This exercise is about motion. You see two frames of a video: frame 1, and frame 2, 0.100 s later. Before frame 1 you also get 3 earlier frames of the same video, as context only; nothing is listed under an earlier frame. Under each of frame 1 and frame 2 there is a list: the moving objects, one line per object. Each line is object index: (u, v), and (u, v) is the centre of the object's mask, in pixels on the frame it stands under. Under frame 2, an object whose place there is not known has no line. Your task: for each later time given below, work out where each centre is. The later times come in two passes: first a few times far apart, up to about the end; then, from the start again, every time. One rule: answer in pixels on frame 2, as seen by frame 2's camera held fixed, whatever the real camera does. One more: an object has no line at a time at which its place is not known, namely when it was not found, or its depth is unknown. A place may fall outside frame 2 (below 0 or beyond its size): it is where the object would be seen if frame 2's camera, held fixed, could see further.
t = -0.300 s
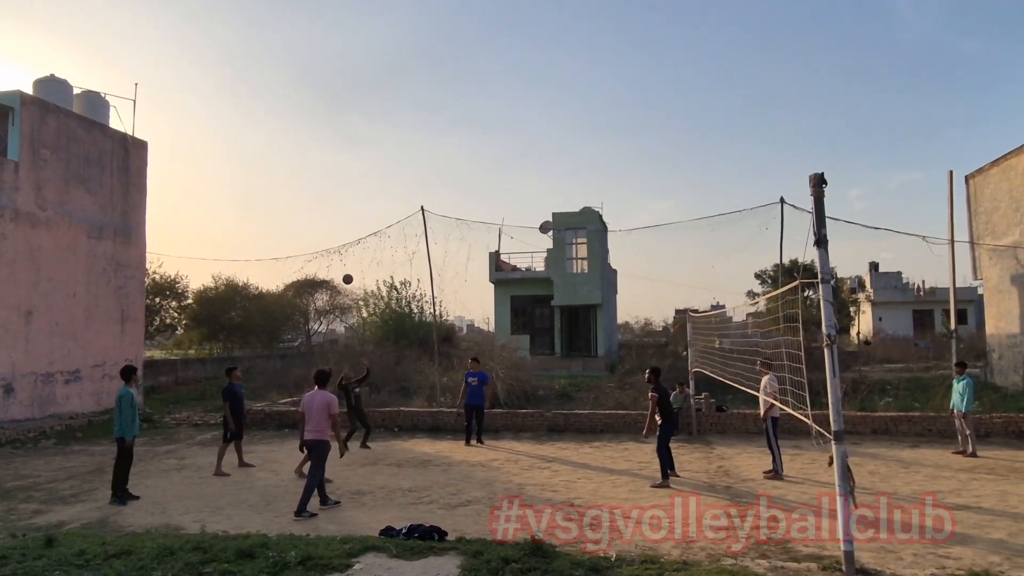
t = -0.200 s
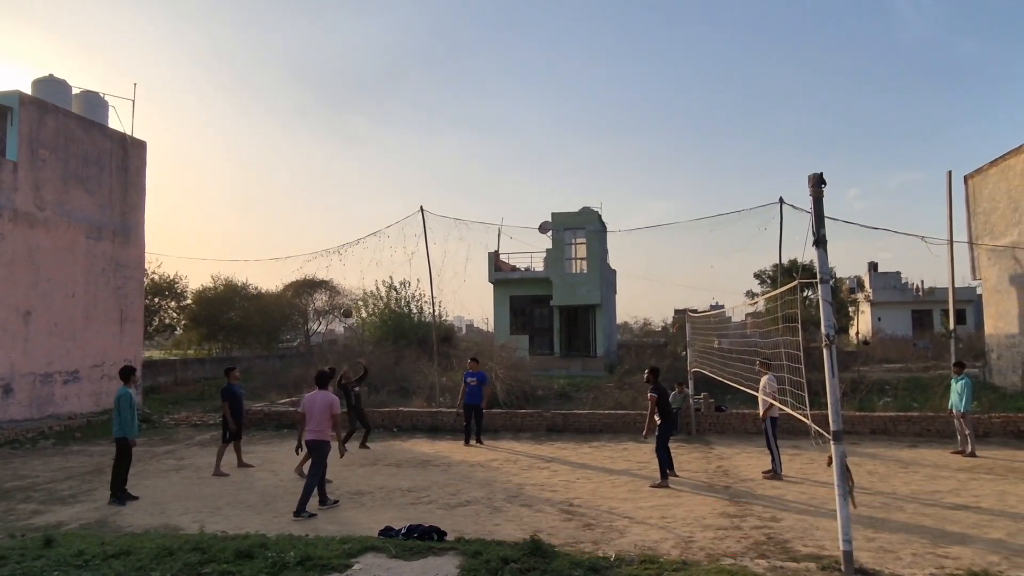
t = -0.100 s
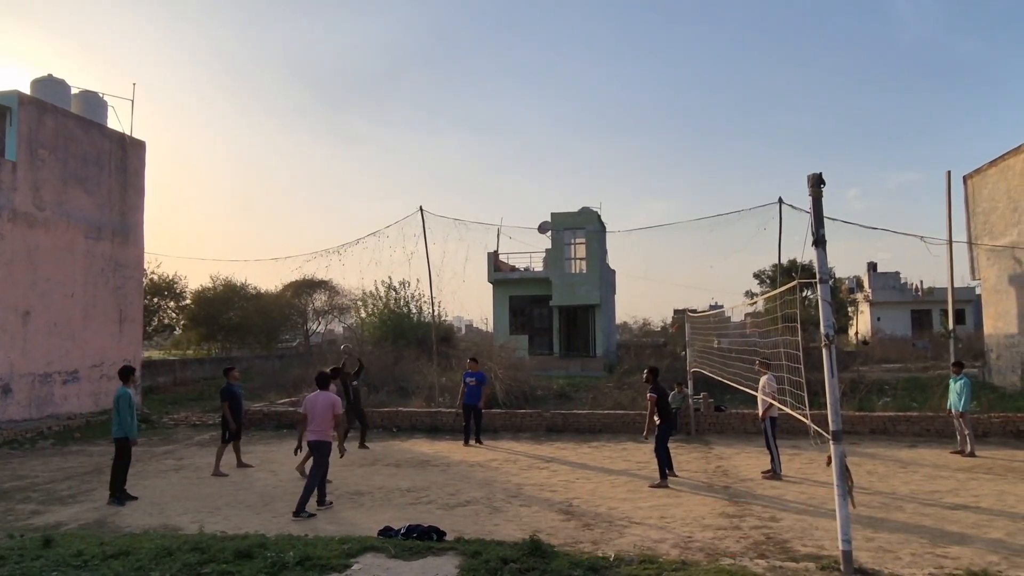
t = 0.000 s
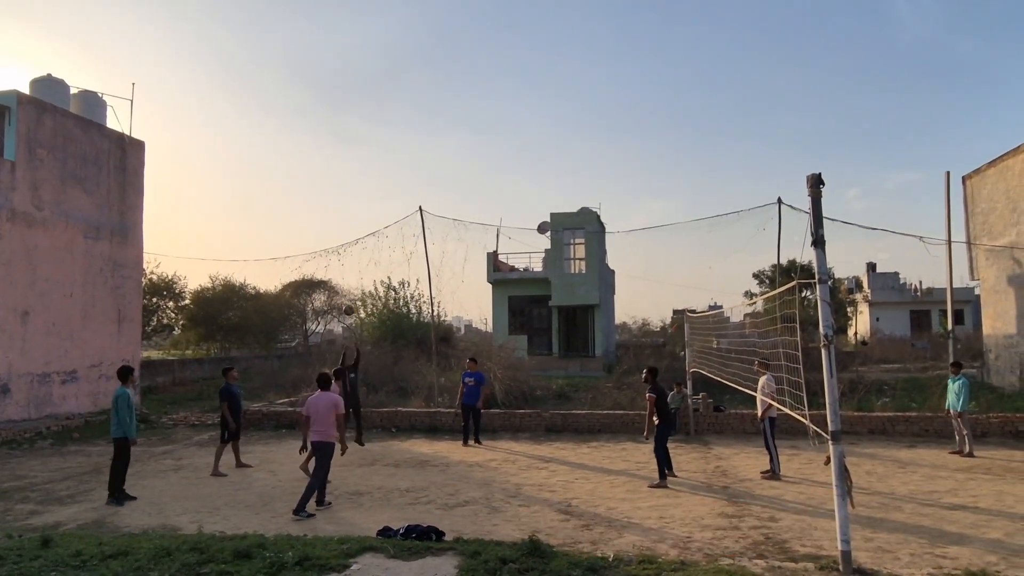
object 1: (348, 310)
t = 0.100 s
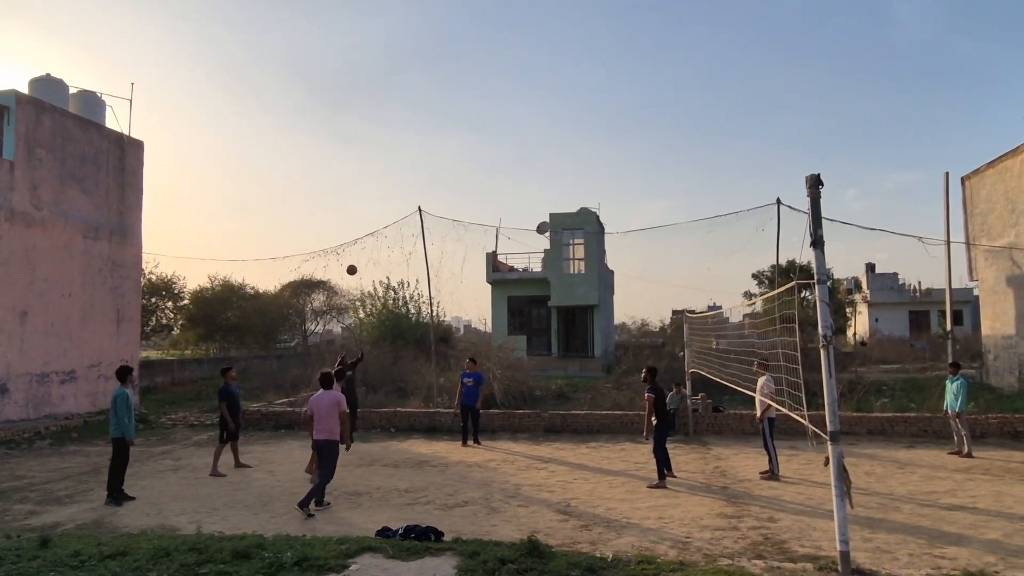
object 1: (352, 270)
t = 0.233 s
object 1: (356, 224)
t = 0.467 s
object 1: (364, 165)
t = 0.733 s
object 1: (372, 132)
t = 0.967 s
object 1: (378, 135)
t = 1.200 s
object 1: (383, 169)
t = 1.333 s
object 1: (385, 203)
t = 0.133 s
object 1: (353, 257)
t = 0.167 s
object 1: (354, 246)
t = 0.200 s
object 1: (355, 234)
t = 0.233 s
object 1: (356, 224)
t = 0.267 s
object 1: (357, 213)
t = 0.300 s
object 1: (359, 204)
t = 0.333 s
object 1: (360, 195)
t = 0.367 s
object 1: (361, 186)
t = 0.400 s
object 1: (362, 179)
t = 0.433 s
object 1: (363, 171)
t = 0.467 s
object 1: (364, 165)
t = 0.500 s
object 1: (365, 159)
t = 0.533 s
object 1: (366, 153)
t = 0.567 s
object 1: (367, 148)
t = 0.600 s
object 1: (368, 144)
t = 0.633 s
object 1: (369, 140)
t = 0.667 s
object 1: (370, 137)
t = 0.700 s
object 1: (371, 134)
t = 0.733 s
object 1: (372, 132)
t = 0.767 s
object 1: (372, 131)
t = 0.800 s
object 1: (373, 130)
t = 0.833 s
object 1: (374, 130)
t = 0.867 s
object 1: (375, 131)
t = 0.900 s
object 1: (376, 131)
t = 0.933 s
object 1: (377, 133)
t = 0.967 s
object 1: (378, 135)
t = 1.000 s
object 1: (378, 138)
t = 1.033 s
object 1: (379, 141)
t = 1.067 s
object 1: (380, 146)
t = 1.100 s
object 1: (381, 150)
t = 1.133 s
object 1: (381, 156)
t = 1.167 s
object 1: (382, 162)
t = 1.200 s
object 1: (383, 169)
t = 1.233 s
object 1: (383, 176)
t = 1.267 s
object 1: (384, 184)
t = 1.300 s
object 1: (384, 193)
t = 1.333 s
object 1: (385, 203)
